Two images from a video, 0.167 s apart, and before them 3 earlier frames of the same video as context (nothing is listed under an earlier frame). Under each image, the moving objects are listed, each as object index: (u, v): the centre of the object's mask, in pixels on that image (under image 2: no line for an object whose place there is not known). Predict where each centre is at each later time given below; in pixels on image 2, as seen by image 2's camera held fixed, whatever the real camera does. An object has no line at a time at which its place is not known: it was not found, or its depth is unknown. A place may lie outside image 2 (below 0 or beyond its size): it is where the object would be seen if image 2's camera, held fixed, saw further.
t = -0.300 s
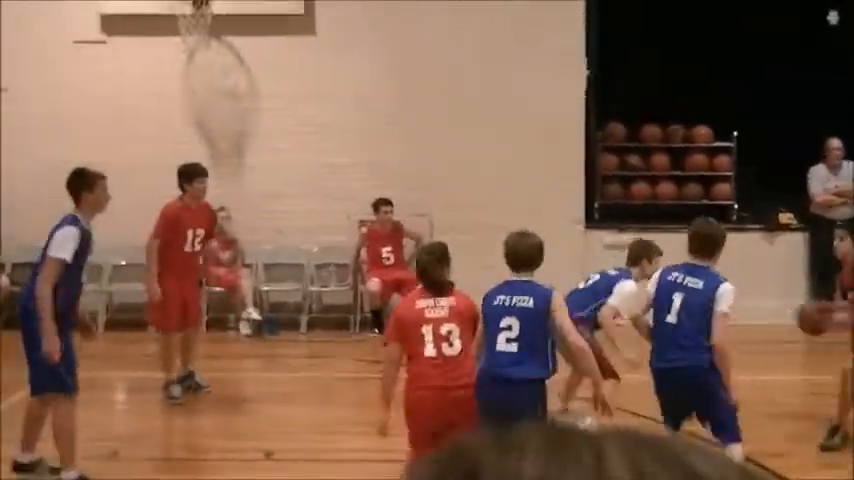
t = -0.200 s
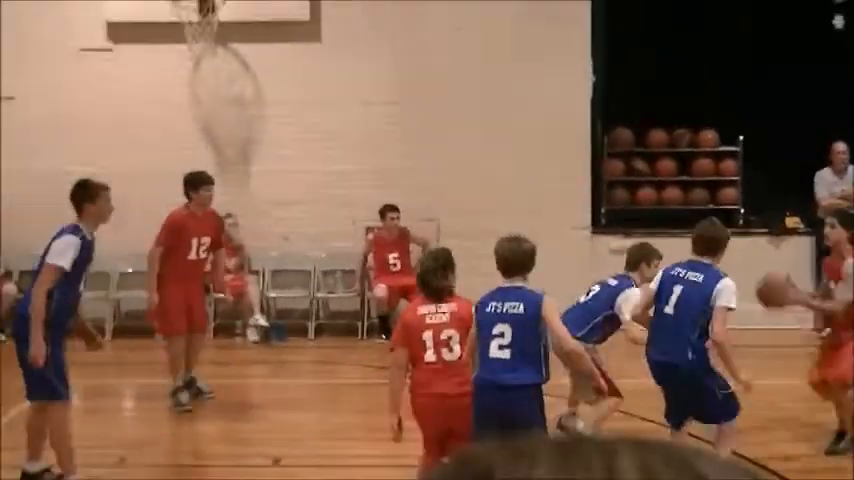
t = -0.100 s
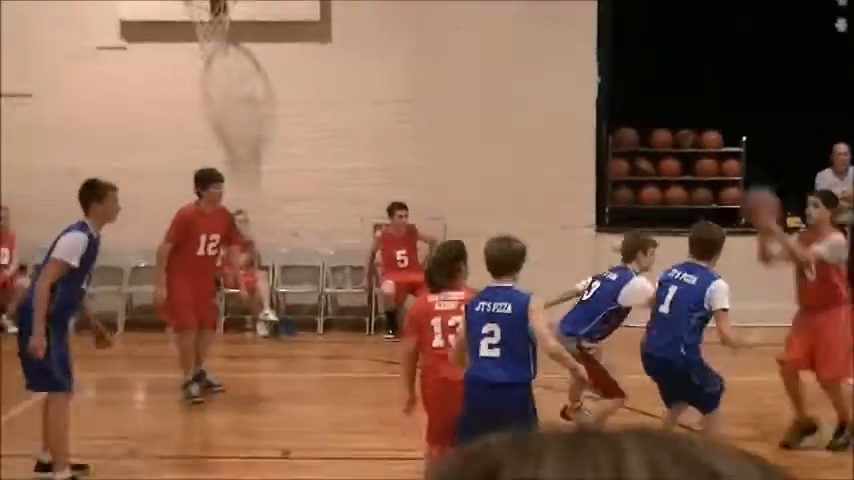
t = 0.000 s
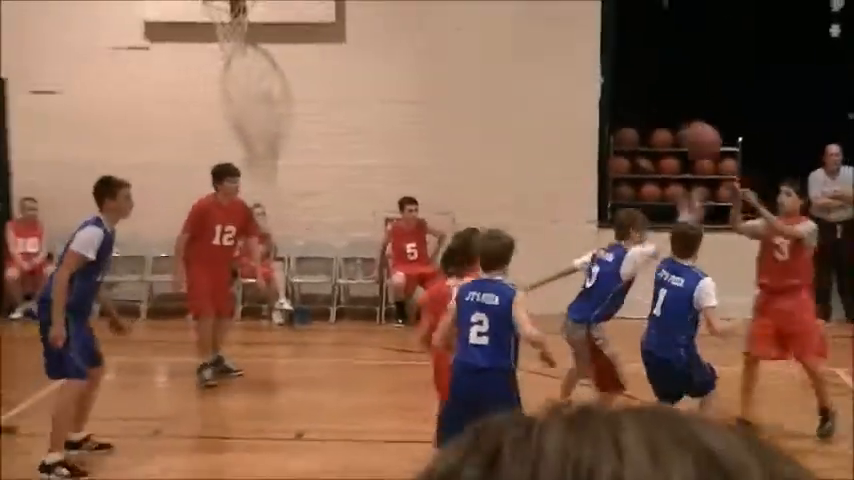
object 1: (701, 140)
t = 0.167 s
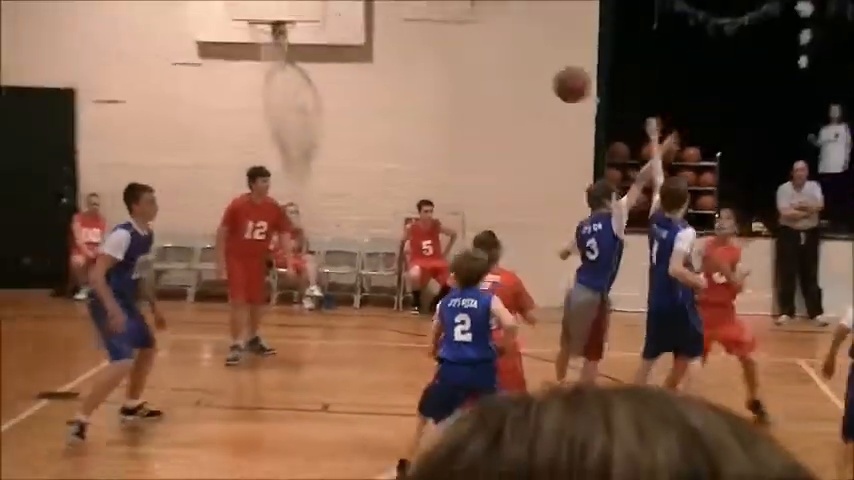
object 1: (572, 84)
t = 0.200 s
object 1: (548, 72)
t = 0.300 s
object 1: (467, 47)
